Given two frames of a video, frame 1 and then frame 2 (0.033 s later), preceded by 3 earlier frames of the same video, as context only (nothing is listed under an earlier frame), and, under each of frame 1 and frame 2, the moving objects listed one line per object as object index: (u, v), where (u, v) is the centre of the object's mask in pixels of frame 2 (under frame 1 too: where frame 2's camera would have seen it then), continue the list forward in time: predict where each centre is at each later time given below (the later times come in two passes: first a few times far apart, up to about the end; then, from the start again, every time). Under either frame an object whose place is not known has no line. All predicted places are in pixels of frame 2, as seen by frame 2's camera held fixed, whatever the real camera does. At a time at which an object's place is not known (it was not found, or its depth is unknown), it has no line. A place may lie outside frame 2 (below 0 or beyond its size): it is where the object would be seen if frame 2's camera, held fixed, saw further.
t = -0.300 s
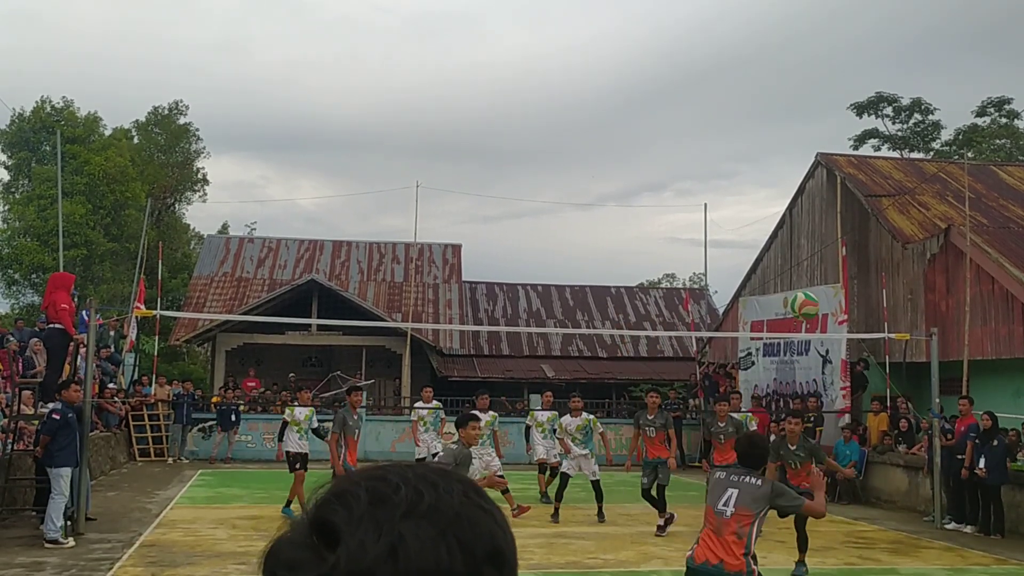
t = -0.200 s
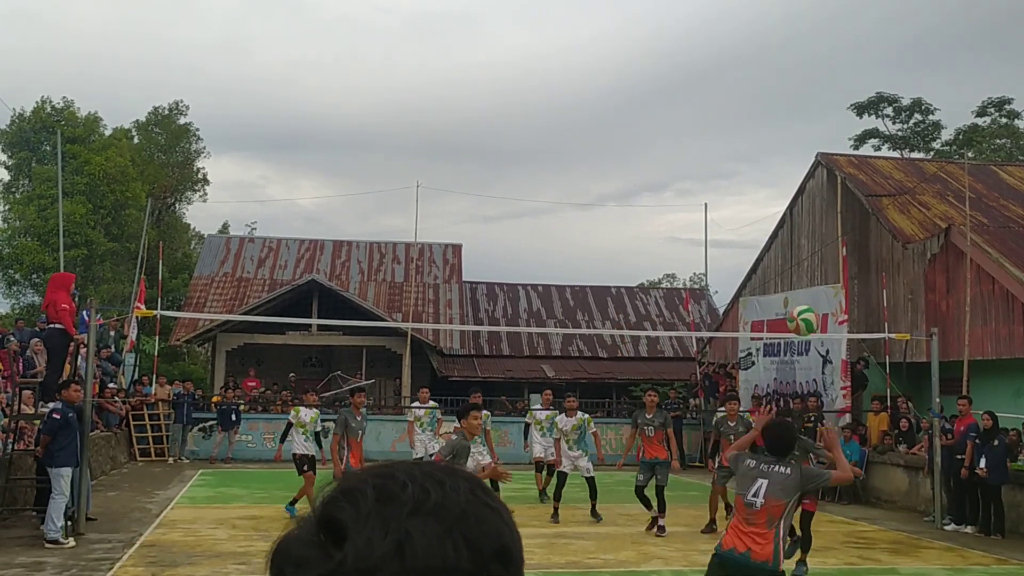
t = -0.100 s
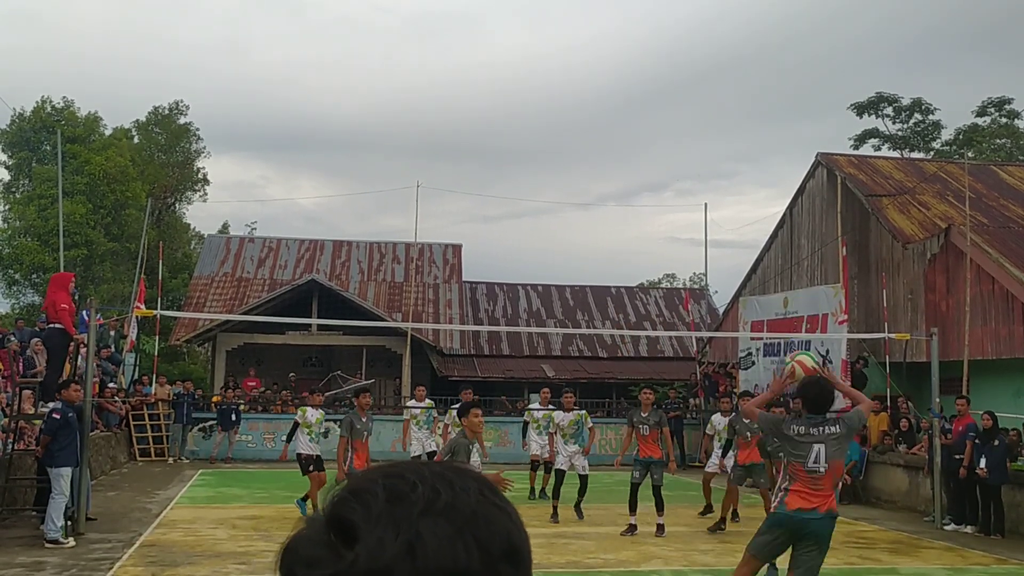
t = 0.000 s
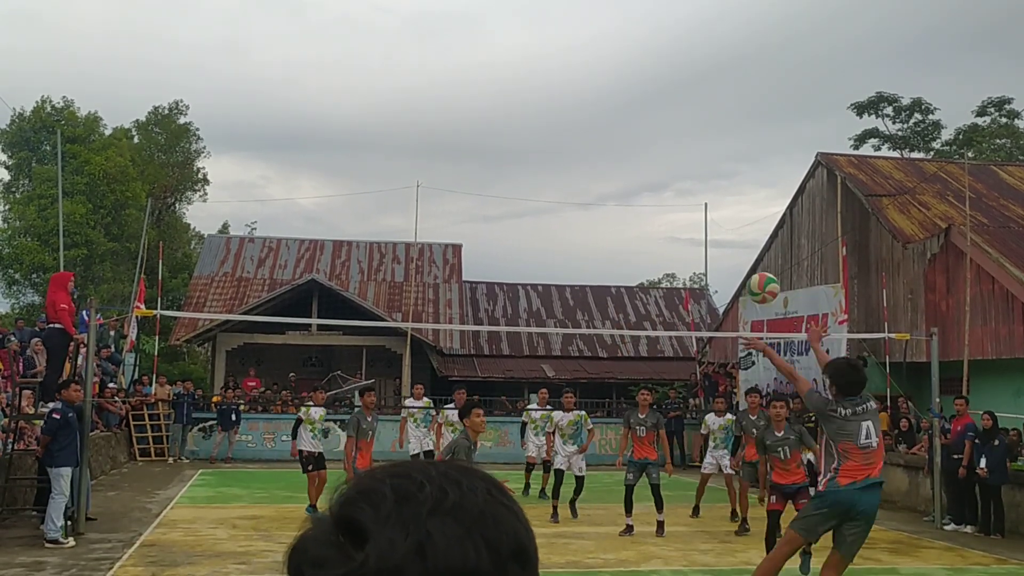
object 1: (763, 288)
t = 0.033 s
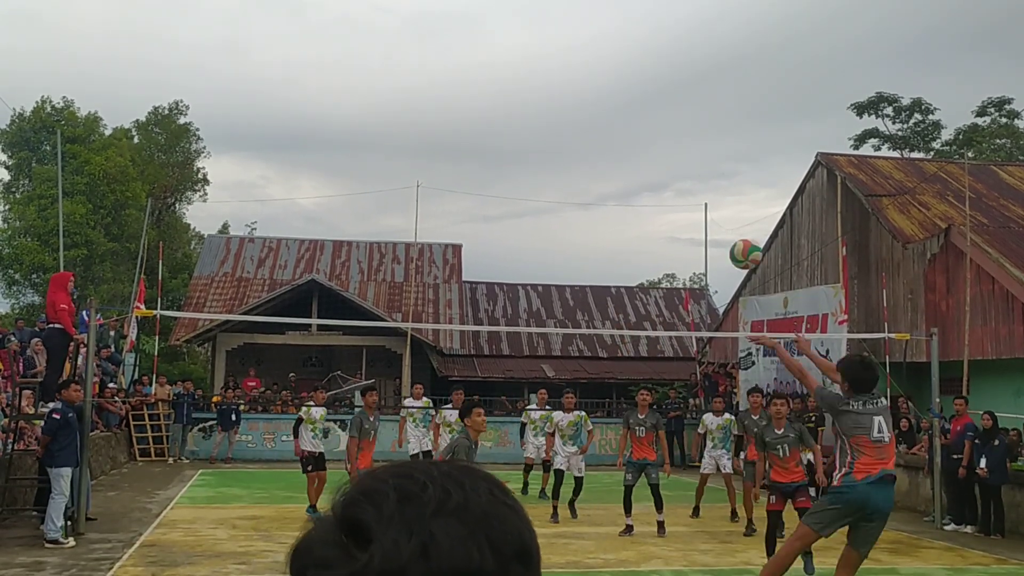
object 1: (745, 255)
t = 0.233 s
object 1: (654, 104)
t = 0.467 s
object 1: (567, 22)
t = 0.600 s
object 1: (524, 13)
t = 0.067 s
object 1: (729, 222)
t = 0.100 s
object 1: (713, 194)
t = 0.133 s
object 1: (698, 168)
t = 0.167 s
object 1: (683, 145)
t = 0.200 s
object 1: (668, 123)
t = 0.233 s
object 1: (654, 104)
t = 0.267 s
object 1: (640, 88)
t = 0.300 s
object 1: (627, 73)
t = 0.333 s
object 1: (614, 59)
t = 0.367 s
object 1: (602, 47)
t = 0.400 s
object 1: (590, 38)
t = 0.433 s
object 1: (579, 29)
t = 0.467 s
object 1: (567, 22)
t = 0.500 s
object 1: (556, 17)
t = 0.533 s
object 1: (546, 15)
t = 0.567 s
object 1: (535, 14)
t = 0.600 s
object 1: (524, 13)
